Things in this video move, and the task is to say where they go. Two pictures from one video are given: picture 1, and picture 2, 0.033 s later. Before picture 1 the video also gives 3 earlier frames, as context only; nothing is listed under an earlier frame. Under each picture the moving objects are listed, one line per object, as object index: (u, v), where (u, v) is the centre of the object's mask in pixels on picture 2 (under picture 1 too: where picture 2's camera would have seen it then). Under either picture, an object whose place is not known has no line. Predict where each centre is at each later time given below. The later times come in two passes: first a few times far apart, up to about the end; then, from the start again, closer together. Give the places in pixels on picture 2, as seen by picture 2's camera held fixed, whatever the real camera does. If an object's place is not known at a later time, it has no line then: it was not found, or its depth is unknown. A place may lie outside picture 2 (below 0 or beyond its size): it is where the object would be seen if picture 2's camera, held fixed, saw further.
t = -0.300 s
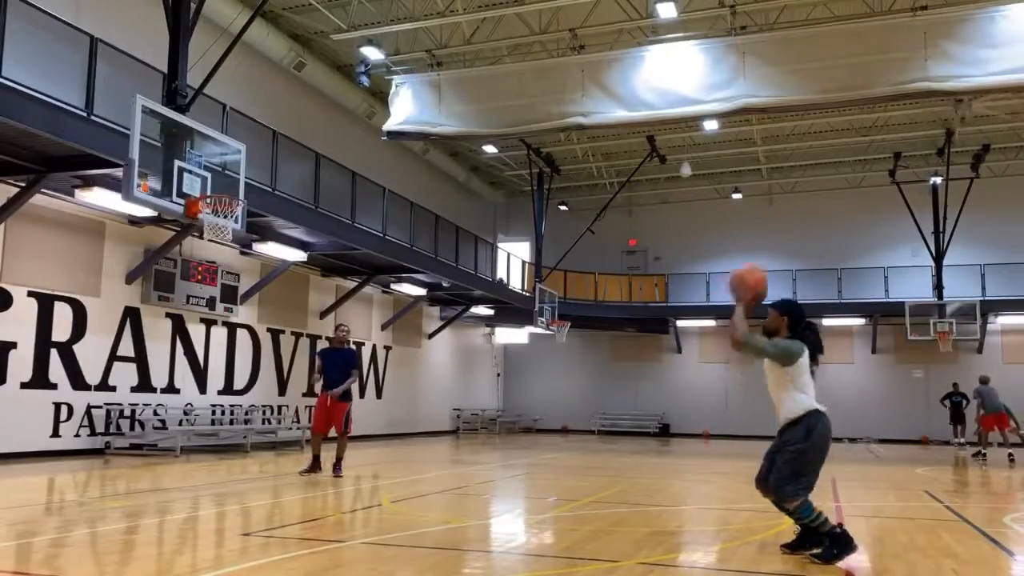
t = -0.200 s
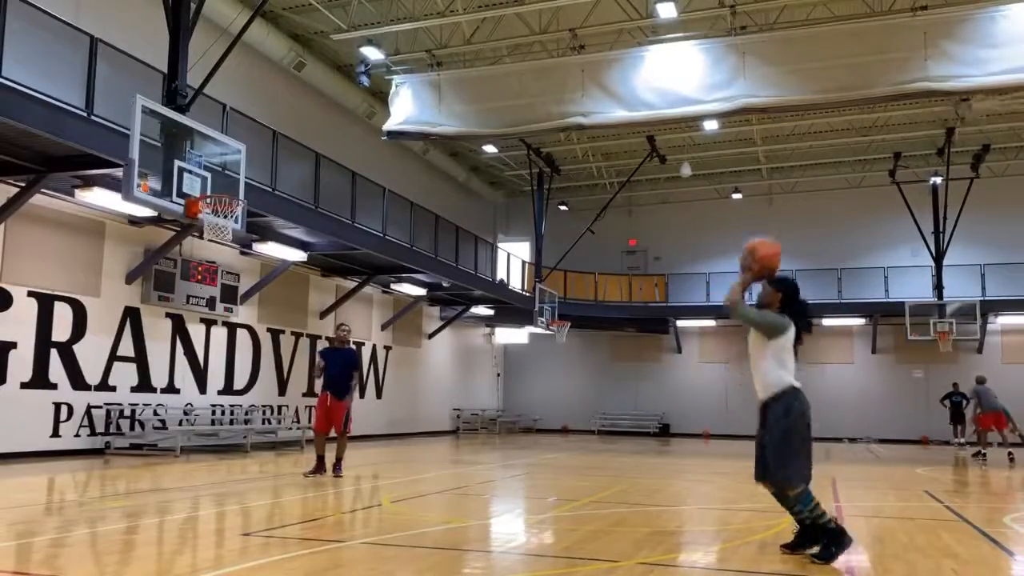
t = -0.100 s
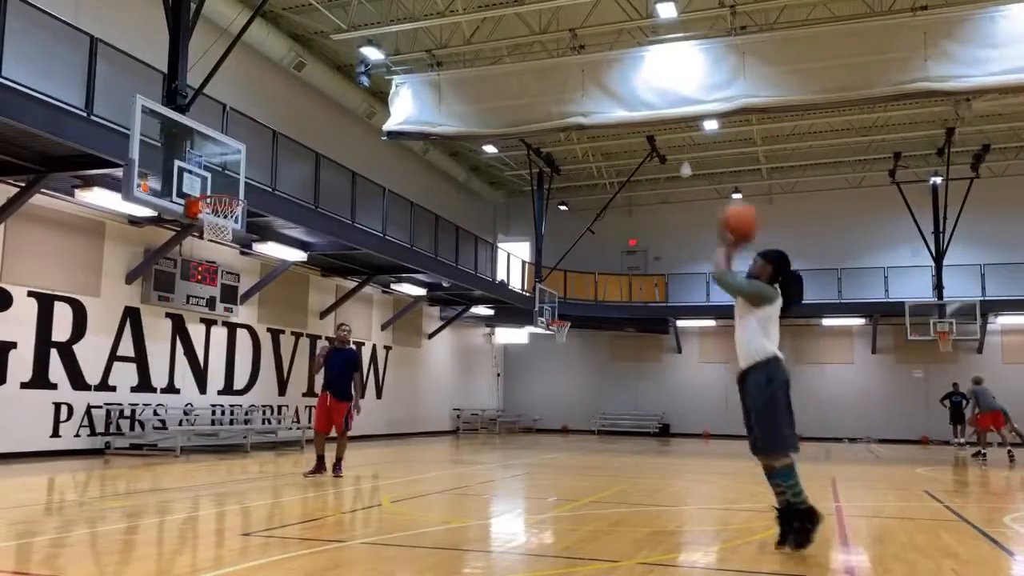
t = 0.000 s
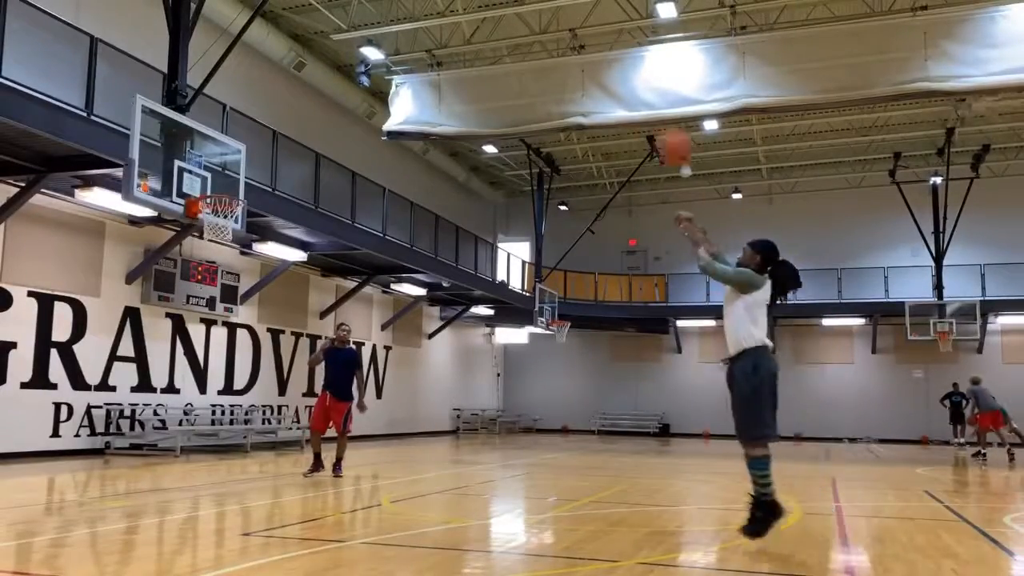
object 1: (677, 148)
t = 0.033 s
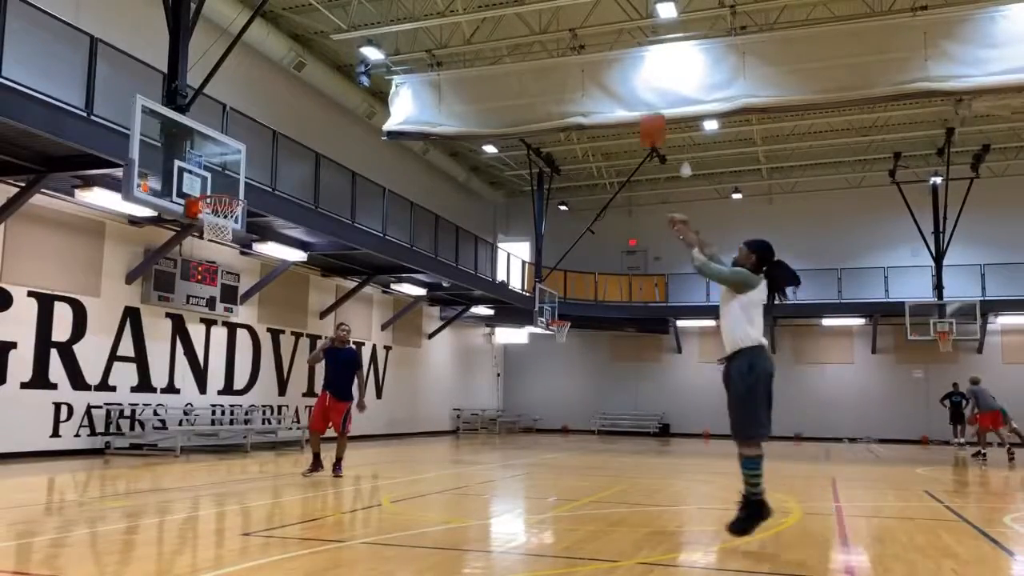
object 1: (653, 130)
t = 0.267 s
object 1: (515, 33)
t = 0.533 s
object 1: (397, 19)
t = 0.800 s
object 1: (302, 74)
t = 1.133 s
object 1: (222, 206)
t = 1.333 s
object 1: (241, 216)
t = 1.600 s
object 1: (219, 256)
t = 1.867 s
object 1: (193, 358)
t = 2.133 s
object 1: (168, 437)
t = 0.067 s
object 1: (630, 107)
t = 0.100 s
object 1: (607, 89)
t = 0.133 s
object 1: (589, 75)
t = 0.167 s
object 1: (570, 62)
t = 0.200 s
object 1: (550, 51)
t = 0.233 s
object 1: (533, 40)
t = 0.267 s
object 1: (515, 33)
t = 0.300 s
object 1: (499, 26)
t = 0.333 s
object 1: (482, 22)
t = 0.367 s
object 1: (467, 17)
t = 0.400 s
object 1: (452, 15)
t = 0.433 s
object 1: (438, 14)
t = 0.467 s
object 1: (423, 14)
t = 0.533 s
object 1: (397, 19)
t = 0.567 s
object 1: (383, 22)
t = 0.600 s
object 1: (371, 27)
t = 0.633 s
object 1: (359, 32)
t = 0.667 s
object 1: (346, 39)
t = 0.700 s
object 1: (337, 45)
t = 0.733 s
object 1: (325, 54)
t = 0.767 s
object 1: (314, 63)
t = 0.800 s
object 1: (302, 74)
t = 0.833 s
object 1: (292, 84)
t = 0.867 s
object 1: (280, 96)
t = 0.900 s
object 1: (270, 108)
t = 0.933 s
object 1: (261, 121)
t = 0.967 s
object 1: (252, 133)
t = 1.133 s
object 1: (222, 206)
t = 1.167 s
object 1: (234, 212)
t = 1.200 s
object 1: (240, 213)
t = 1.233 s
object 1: (241, 215)
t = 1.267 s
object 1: (242, 215)
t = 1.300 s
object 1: (241, 216)
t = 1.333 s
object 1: (241, 216)
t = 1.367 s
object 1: (239, 216)
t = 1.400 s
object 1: (239, 219)
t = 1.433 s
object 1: (236, 227)
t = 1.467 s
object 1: (232, 232)
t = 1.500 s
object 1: (228, 236)
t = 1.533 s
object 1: (226, 241)
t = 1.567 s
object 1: (223, 248)
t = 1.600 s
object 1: (219, 256)
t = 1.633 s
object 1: (216, 265)
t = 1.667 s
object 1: (214, 275)
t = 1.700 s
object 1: (209, 285)
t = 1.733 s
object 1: (208, 297)
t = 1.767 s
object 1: (204, 312)
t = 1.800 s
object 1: (200, 325)
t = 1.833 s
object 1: (195, 342)
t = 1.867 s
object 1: (193, 358)
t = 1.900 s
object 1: (190, 375)
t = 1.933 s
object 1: (186, 394)
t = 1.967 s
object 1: (180, 414)
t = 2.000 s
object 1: (179, 435)
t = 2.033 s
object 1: (176, 454)
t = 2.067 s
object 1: (171, 472)
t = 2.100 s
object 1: (171, 452)
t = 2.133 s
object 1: (168, 437)
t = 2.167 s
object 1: (167, 420)
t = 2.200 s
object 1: (165, 406)
